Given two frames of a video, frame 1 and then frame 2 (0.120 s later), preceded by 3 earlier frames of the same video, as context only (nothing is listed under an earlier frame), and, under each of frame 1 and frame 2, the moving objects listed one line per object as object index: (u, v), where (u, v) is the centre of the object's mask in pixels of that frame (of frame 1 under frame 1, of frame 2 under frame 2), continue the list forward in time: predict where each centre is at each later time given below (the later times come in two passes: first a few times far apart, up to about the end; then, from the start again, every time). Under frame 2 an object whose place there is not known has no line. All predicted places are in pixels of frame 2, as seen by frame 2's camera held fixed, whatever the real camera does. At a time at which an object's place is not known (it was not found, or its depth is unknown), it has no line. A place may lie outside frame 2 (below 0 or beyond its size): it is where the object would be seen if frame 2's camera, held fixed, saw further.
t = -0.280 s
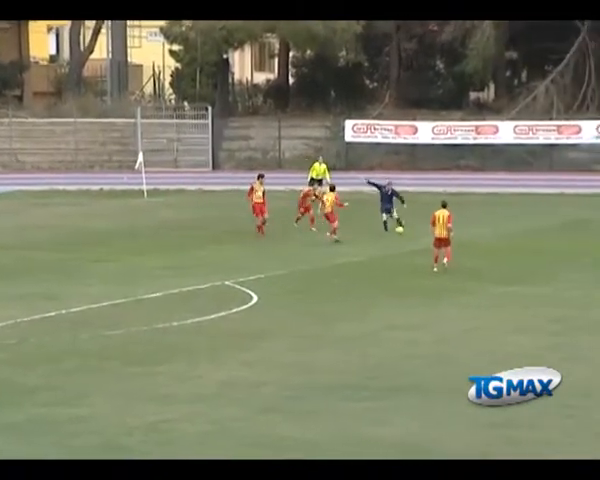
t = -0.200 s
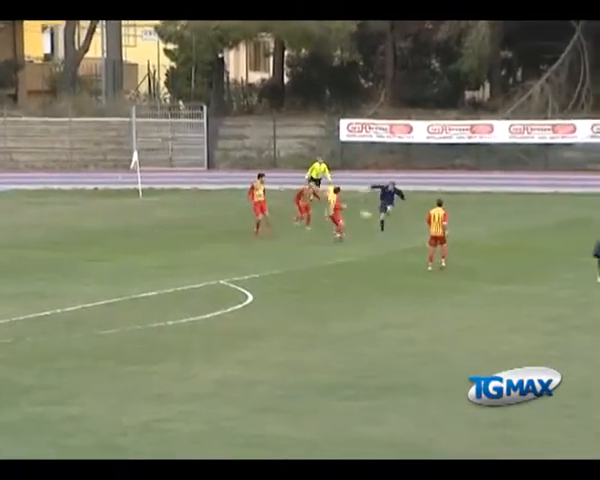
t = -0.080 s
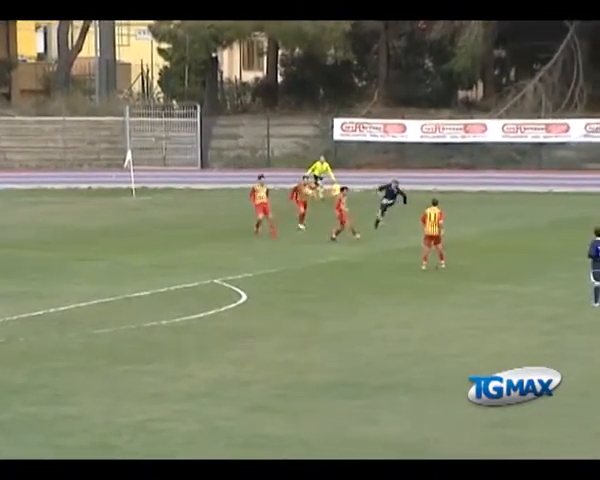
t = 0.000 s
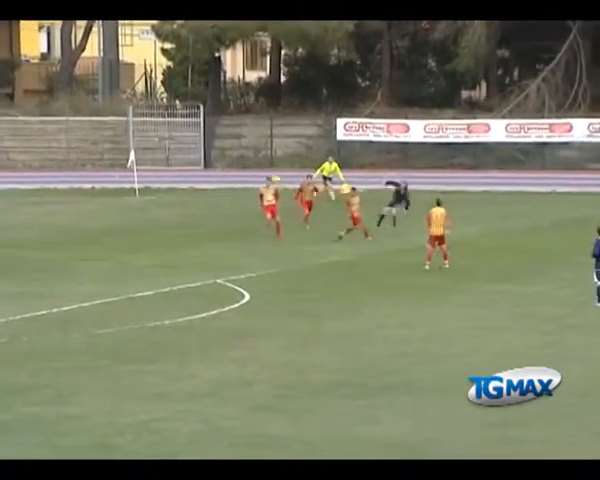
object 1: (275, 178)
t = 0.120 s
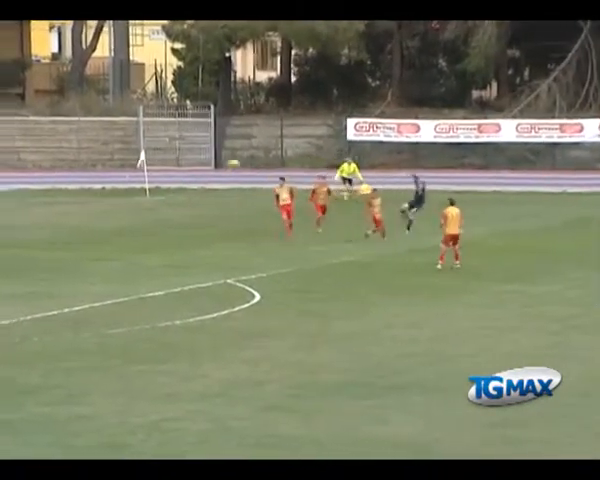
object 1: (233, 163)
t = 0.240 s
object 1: (178, 148)
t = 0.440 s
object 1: (82, 133)
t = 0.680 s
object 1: (-42, 130)
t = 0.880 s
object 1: (-153, 139)
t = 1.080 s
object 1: (-271, 164)
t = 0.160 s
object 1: (216, 157)
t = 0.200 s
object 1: (196, 152)
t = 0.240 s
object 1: (178, 148)
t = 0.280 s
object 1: (158, 144)
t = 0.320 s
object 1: (140, 141)
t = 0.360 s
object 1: (120, 138)
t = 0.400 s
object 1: (101, 135)
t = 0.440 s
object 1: (82, 133)
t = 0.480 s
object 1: (62, 131)
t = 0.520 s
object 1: (41, 130)
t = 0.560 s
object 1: (21, 130)
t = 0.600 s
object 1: (0, 129)
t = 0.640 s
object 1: (-20, 129)
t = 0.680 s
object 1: (-42, 130)
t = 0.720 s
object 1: (-64, 130)
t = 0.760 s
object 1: (-86, 132)
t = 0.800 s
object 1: (-107, 133)
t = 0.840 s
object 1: (-131, 137)
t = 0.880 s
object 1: (-153, 139)
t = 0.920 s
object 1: (-177, 144)
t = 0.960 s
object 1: (-199, 147)
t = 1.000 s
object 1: (-223, 152)
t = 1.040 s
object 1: (-247, 157)
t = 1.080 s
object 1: (-271, 164)
